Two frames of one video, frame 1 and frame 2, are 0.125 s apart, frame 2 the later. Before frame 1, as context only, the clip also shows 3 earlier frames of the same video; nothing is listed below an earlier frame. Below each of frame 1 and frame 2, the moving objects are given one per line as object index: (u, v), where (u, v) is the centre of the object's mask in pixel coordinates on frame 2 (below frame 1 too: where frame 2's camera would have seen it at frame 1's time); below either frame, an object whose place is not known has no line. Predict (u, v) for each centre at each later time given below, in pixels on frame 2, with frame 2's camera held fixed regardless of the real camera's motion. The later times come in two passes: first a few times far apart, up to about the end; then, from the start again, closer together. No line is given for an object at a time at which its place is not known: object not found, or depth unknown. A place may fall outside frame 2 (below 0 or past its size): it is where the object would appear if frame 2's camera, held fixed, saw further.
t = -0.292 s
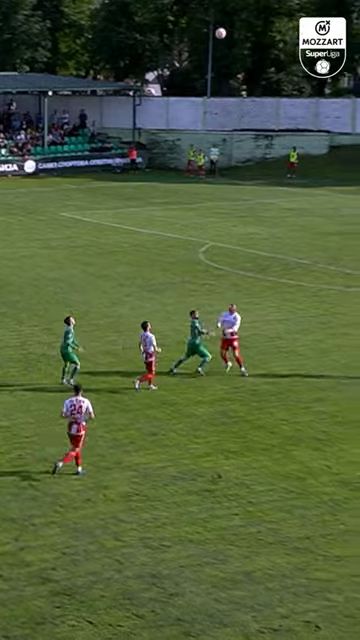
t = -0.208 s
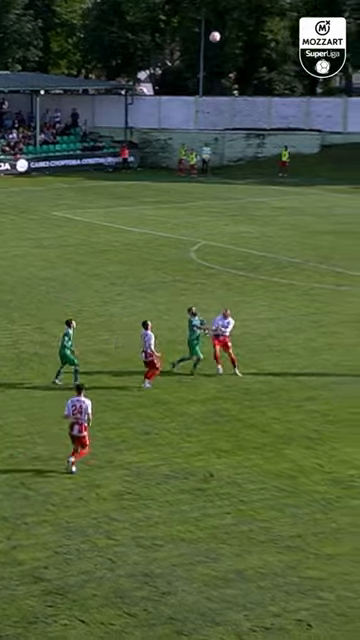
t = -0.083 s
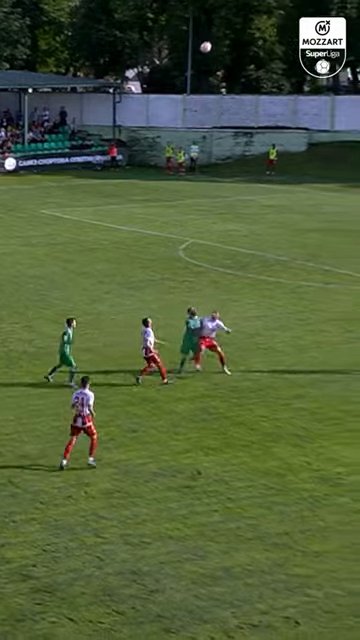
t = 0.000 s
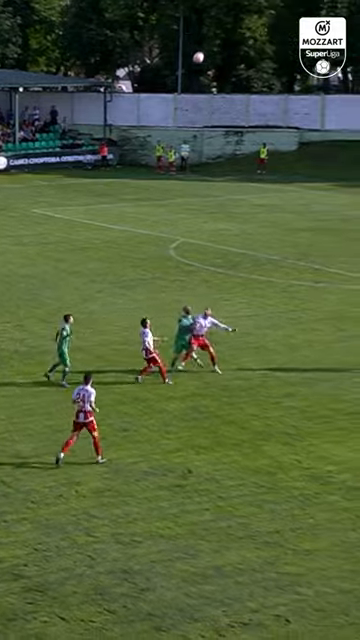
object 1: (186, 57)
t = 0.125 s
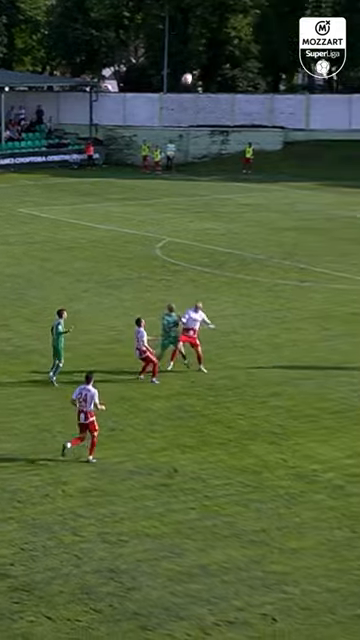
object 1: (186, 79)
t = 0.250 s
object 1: (189, 106)
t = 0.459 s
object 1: (188, 164)
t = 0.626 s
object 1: (190, 218)
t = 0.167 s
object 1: (187, 87)
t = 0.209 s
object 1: (188, 96)
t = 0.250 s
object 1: (189, 106)
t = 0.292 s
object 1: (189, 118)
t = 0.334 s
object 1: (189, 129)
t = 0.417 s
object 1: (188, 152)
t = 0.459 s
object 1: (188, 164)
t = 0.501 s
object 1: (188, 177)
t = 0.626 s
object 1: (190, 218)
